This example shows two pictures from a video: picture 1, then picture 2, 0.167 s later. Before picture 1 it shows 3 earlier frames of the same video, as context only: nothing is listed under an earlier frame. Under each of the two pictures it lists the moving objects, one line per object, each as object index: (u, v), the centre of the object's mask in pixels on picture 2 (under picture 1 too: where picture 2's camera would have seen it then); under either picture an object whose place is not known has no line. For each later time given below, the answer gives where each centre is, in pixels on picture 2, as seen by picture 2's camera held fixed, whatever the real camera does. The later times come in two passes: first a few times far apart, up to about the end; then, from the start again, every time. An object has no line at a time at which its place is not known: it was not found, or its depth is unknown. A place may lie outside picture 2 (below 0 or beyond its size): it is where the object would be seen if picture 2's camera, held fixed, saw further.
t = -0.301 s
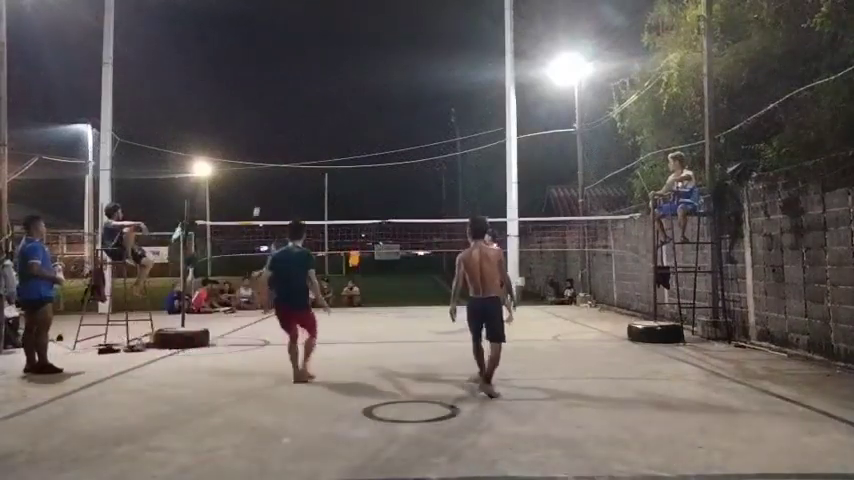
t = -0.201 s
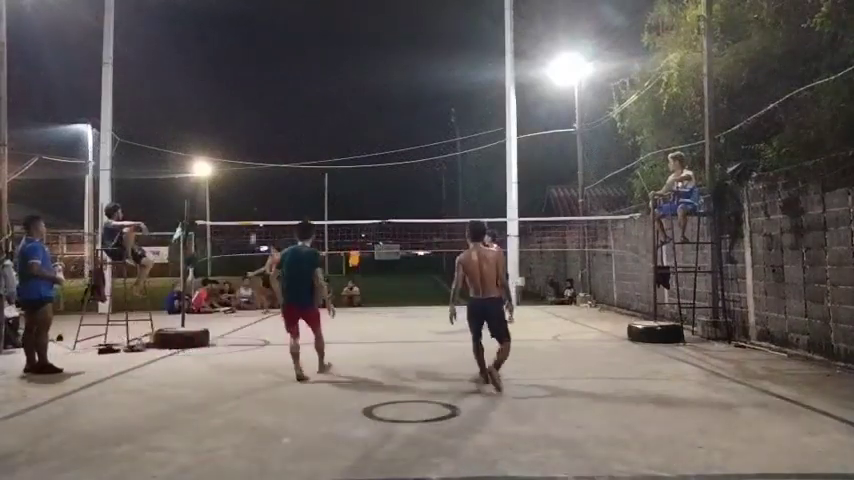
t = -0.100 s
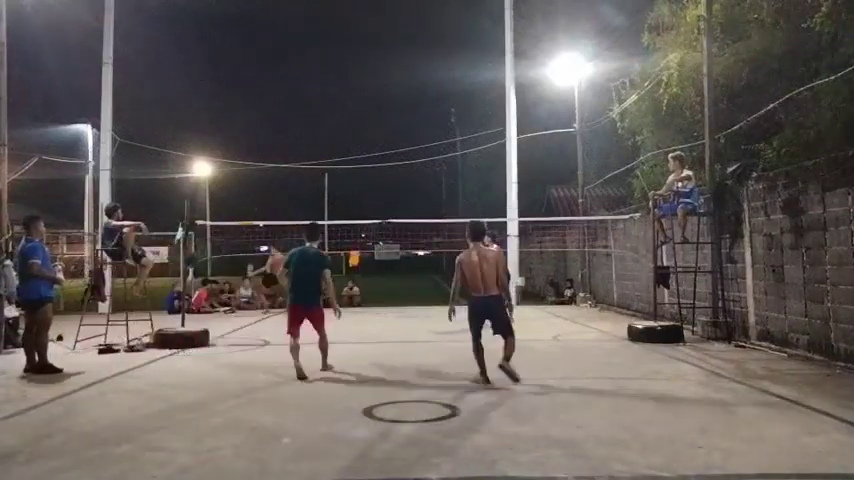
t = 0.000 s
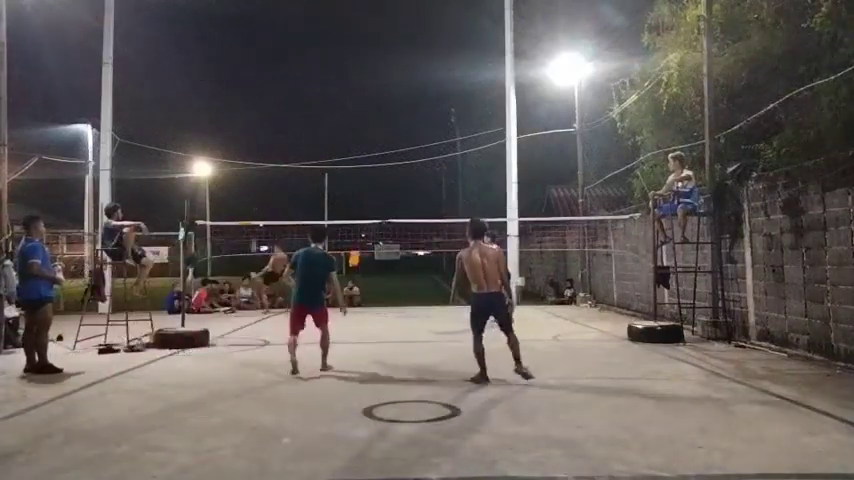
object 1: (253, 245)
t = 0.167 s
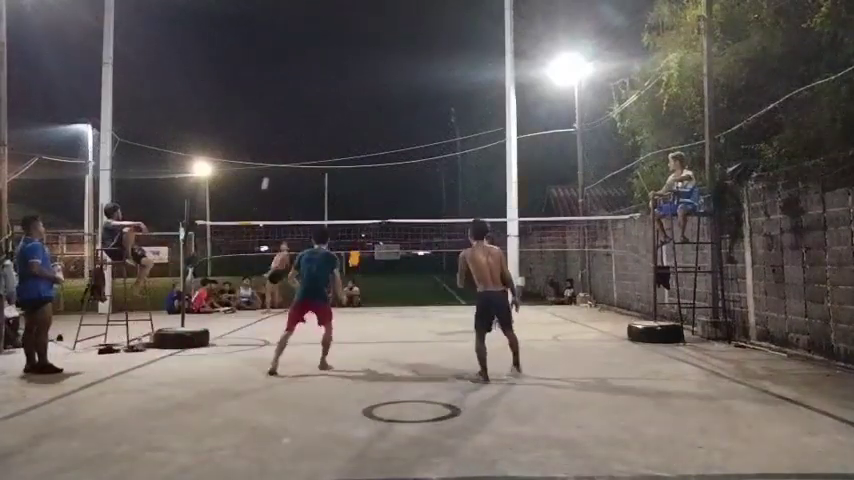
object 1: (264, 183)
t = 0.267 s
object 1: (271, 150)
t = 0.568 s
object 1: (293, 74)
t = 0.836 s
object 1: (313, 36)
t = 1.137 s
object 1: (339, 33)
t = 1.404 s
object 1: (365, 74)
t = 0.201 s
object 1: (267, 173)
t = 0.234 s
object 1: (269, 160)
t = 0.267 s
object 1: (271, 150)
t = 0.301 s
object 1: (273, 141)
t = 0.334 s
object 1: (275, 131)
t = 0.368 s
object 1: (278, 121)
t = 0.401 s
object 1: (281, 112)
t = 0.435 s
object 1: (283, 104)
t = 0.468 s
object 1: (285, 96)
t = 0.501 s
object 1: (288, 88)
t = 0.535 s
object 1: (290, 81)
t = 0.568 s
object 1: (293, 74)
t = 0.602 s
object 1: (295, 68)
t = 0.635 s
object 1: (297, 62)
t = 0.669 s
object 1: (300, 57)
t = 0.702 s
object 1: (302, 51)
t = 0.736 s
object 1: (305, 47)
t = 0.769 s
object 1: (308, 43)
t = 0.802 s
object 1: (310, 39)
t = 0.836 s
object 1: (313, 36)
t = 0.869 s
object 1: (315, 34)
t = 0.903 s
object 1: (319, 31)
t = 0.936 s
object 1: (321, 30)
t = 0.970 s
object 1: (324, 29)
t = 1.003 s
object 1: (327, 29)
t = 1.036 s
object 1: (330, 29)
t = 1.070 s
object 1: (333, 30)
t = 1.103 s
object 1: (336, 31)
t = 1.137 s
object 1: (339, 33)
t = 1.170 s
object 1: (342, 36)
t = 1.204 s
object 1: (345, 39)
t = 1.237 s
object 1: (348, 43)
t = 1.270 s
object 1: (352, 48)
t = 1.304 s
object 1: (355, 53)
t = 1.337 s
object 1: (358, 59)
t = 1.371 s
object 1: (362, 67)
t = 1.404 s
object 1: (365, 74)
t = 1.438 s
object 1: (369, 83)
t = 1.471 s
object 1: (373, 92)
